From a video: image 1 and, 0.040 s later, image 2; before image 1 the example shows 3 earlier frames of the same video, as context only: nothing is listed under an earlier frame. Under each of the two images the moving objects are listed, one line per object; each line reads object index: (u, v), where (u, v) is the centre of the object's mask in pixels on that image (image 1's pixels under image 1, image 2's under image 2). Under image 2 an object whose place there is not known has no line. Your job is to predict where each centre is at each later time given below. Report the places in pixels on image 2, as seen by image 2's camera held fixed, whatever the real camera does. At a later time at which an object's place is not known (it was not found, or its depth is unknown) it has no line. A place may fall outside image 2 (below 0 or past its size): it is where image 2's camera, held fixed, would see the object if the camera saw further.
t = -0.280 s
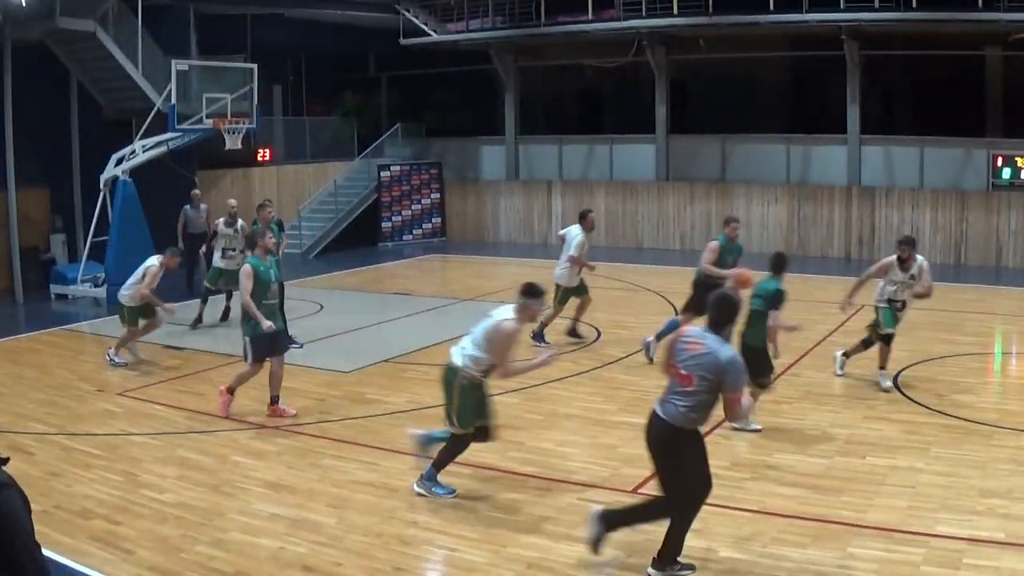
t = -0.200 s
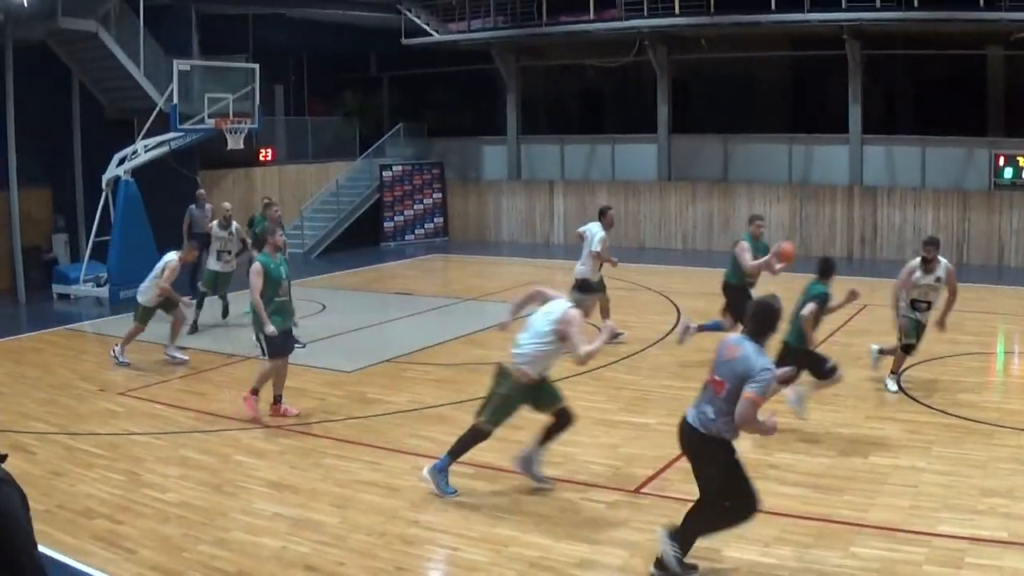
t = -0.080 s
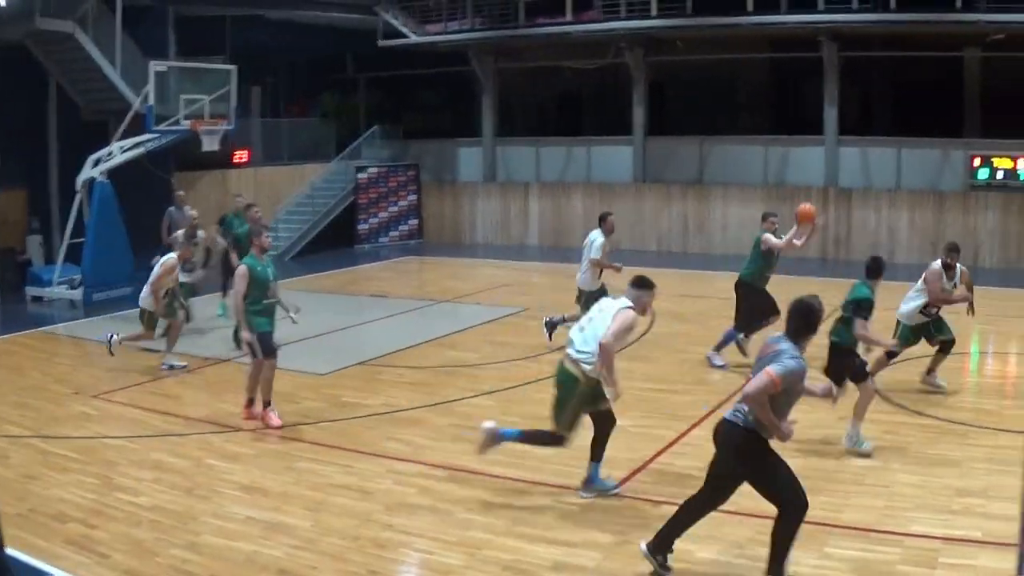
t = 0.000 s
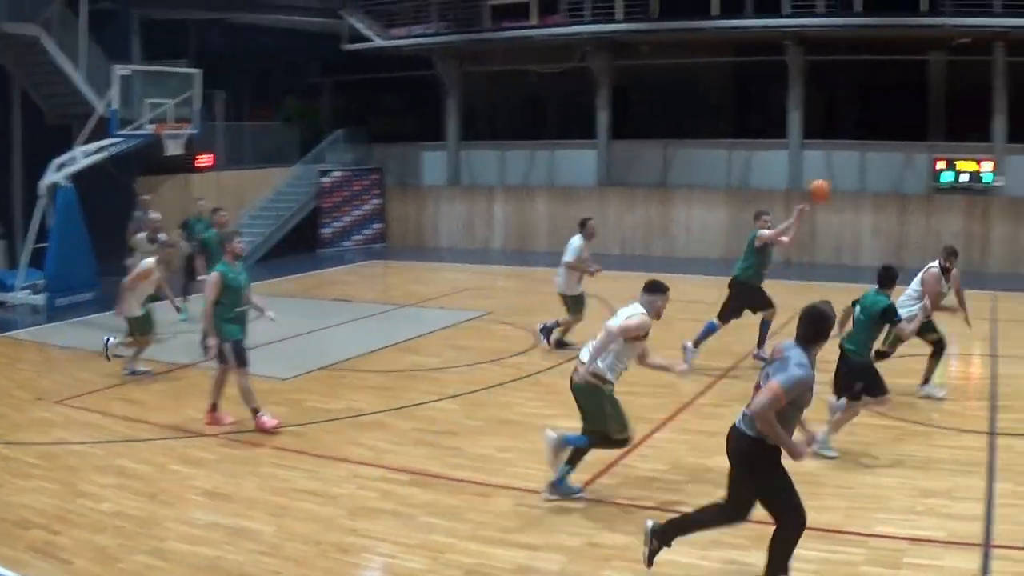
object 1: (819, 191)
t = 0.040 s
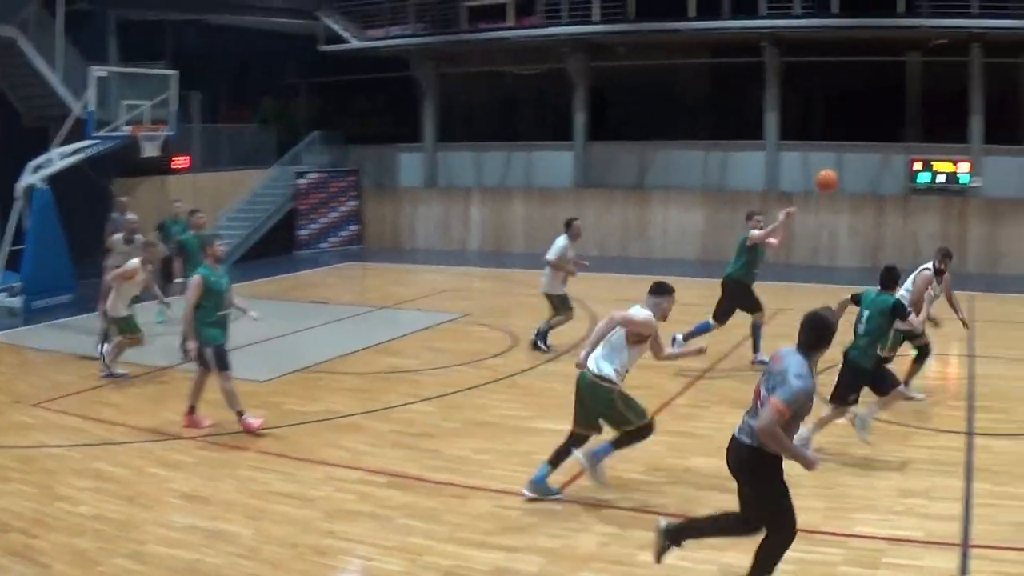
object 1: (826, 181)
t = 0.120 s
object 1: (892, 161)
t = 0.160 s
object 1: (916, 152)
